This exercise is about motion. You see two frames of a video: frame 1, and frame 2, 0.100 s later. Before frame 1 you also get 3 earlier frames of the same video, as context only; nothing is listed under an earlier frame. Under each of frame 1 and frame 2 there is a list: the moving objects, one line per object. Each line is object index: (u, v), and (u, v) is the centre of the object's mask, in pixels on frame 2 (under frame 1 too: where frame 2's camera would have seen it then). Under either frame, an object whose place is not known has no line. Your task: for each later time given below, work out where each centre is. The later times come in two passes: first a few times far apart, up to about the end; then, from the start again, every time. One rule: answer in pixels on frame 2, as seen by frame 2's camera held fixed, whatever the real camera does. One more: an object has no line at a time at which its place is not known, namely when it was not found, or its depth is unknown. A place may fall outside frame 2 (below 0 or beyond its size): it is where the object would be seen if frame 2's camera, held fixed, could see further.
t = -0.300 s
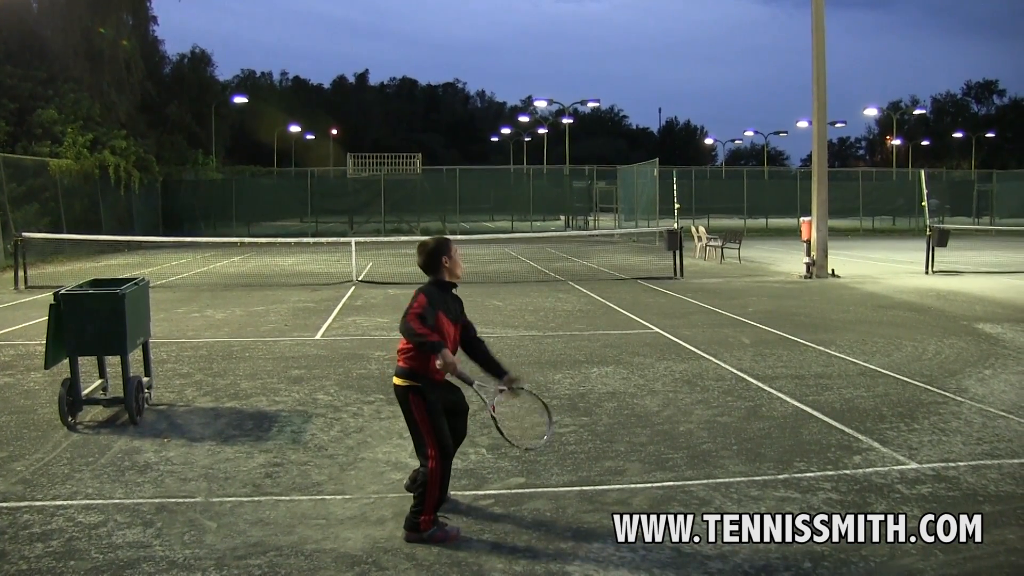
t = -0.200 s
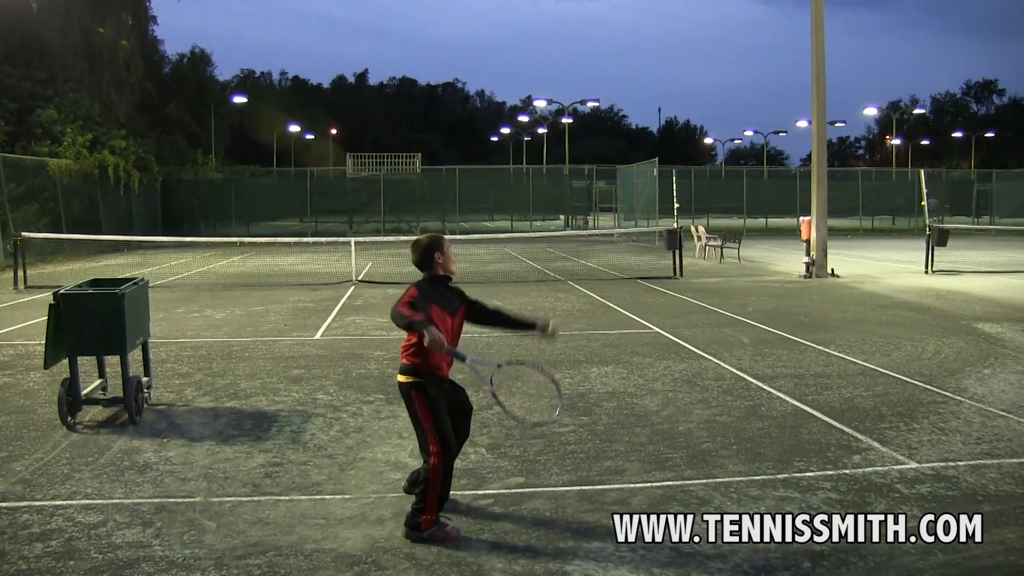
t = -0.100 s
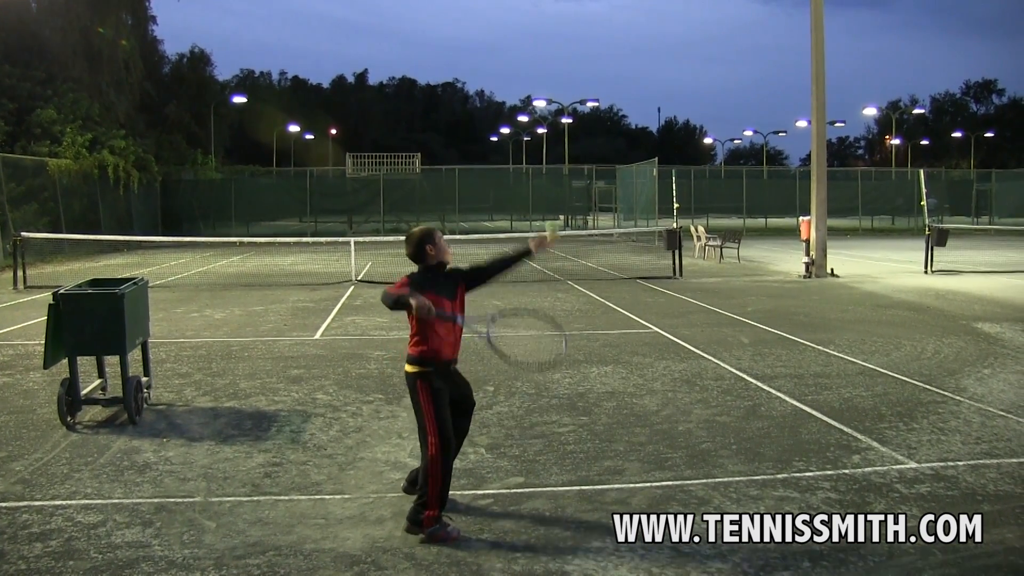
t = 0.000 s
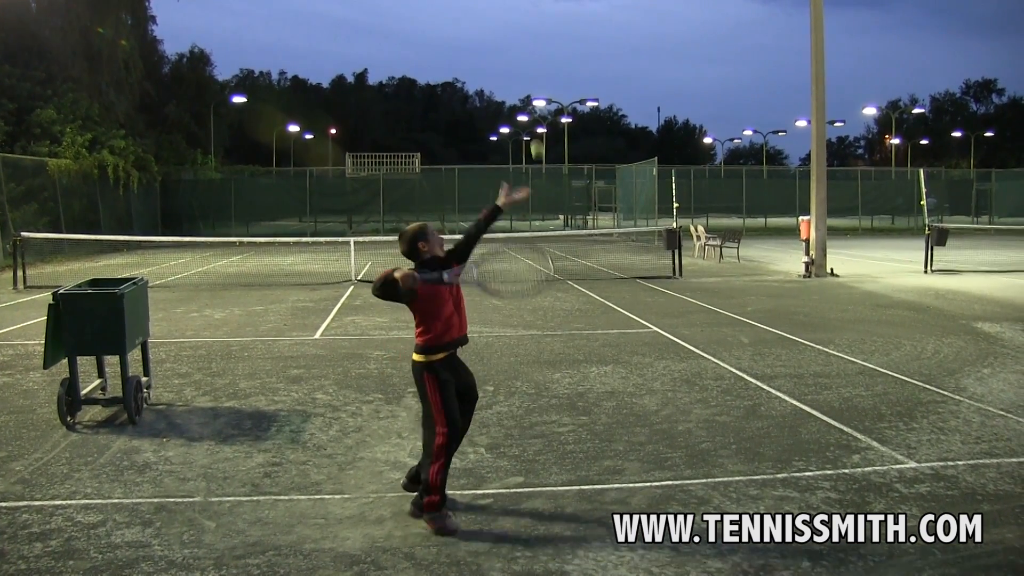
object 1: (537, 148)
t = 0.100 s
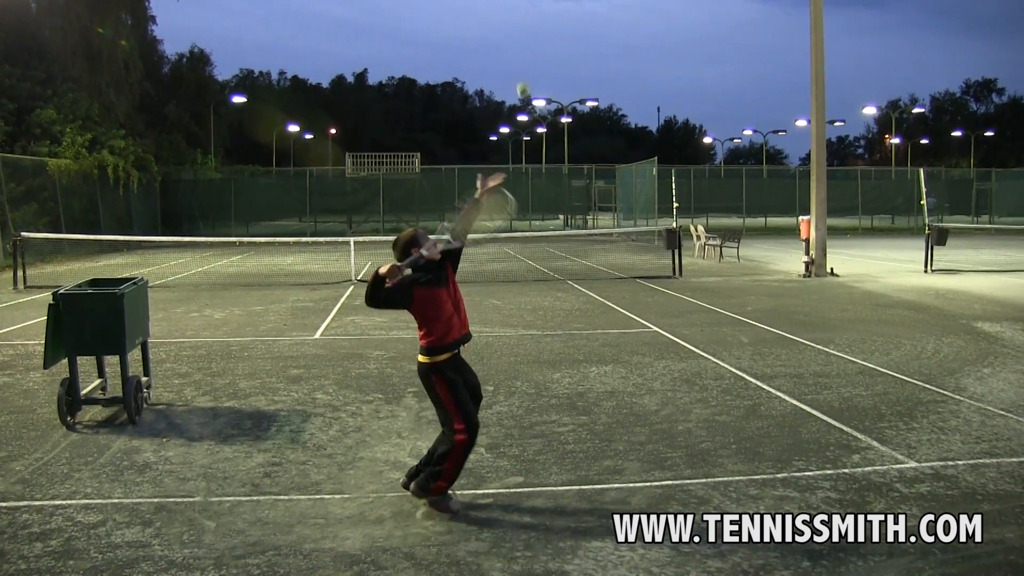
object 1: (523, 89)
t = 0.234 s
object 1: (505, 42)
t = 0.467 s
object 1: (478, 40)
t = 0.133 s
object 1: (518, 74)
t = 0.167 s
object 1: (513, 60)
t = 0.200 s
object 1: (509, 49)
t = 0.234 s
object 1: (505, 42)
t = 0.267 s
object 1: (501, 36)
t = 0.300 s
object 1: (497, 31)
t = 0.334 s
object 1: (493, 29)
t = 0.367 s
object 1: (489, 29)
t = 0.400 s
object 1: (486, 31)
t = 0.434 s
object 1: (482, 35)
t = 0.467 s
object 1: (478, 40)
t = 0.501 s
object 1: (475, 48)
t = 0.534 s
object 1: (471, 57)
